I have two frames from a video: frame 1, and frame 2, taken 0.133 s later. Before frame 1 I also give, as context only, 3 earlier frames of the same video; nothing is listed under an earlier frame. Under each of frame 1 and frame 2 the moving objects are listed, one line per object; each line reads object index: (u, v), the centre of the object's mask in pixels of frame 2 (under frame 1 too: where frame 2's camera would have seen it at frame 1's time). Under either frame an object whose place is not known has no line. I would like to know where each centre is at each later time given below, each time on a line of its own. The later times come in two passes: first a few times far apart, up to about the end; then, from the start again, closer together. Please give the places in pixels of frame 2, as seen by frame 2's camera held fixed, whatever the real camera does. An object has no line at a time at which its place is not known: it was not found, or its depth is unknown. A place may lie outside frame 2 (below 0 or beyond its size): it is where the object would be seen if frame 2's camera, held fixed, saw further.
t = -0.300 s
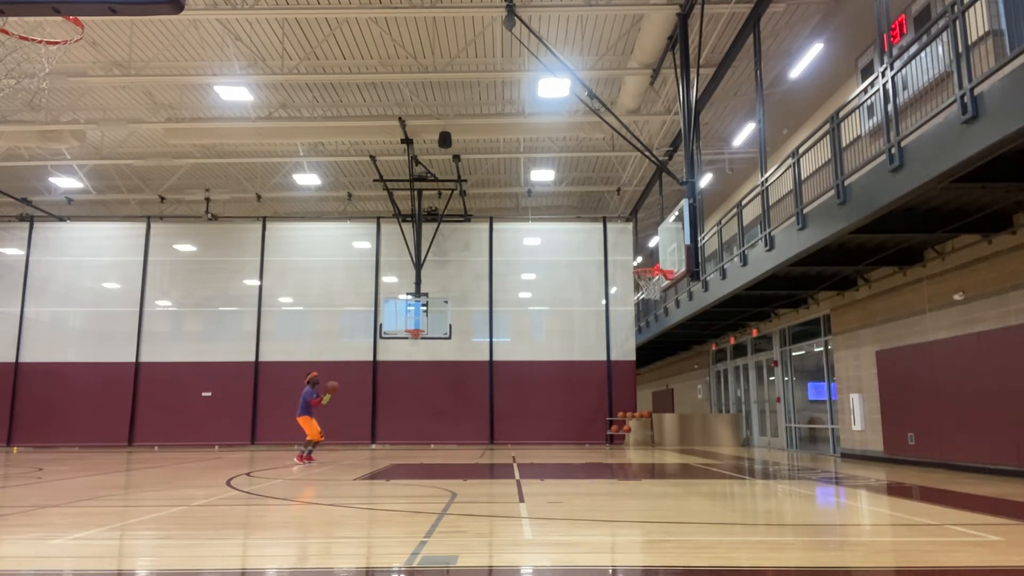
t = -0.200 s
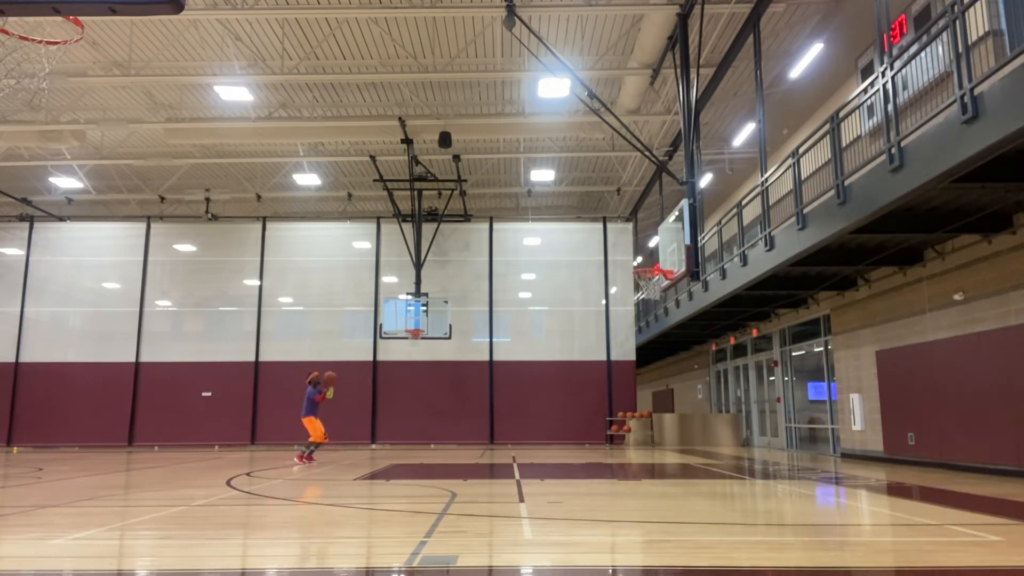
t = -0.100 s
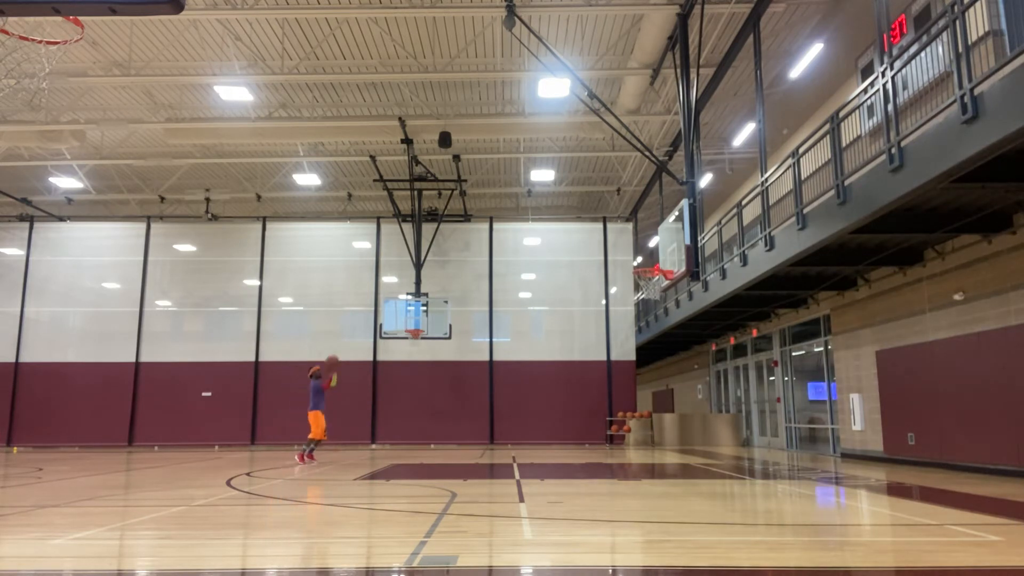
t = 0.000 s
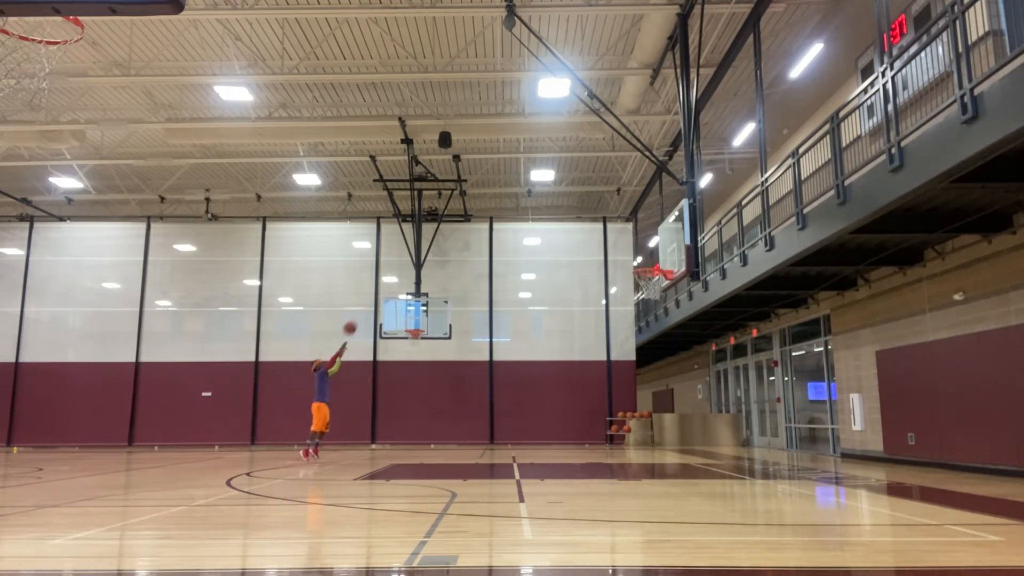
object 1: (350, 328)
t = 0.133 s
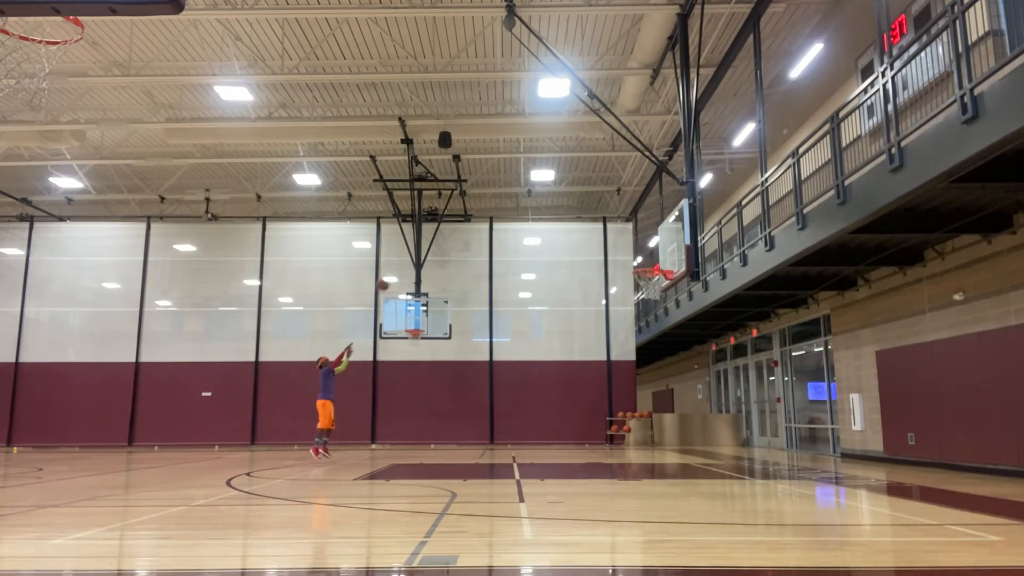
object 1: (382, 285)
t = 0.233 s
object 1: (406, 259)
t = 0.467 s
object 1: (463, 218)
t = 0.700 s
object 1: (520, 204)
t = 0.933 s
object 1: (581, 220)
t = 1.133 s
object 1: (636, 261)
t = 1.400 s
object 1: (655, 236)
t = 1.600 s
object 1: (652, 220)
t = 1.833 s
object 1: (650, 230)
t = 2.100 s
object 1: (649, 290)
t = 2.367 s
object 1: (649, 407)
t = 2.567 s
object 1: (653, 429)
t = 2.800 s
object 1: (661, 349)
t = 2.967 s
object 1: (668, 317)
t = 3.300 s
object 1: (685, 316)
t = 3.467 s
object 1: (695, 350)
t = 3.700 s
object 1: (712, 446)
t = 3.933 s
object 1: (723, 418)
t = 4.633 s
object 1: (756, 430)
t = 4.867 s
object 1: (770, 458)
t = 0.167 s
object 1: (391, 275)
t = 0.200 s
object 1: (399, 266)
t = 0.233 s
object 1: (406, 259)
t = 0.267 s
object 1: (414, 250)
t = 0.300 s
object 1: (422, 244)
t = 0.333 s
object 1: (431, 237)
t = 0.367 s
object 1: (439, 232)
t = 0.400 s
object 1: (447, 226)
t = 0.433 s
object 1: (455, 222)
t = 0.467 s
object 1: (463, 218)
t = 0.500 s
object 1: (470, 215)
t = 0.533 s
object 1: (479, 211)
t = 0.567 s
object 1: (487, 208)
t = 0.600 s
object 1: (495, 206)
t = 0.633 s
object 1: (503, 205)
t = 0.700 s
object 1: (520, 204)
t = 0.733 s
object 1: (529, 205)
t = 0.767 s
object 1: (537, 206)
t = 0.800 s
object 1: (546, 207)
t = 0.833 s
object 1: (554, 210)
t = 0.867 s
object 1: (563, 213)
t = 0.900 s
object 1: (572, 216)
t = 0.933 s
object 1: (581, 220)
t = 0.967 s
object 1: (589, 225)
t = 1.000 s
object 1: (597, 231)
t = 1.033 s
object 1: (607, 237)
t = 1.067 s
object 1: (616, 244)
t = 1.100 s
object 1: (625, 252)
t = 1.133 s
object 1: (636, 261)
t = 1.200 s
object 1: (648, 264)
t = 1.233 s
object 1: (655, 264)
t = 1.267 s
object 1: (656, 260)
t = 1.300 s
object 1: (656, 254)
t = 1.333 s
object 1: (656, 248)
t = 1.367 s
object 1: (654, 243)
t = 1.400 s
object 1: (655, 236)
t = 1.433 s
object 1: (655, 231)
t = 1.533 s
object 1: (652, 223)
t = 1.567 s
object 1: (652, 221)
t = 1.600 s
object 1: (652, 220)
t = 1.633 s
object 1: (652, 220)
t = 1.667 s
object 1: (651, 220)
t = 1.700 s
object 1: (651, 220)
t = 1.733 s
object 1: (651, 221)
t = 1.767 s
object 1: (651, 224)
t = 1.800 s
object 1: (650, 227)
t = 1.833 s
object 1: (650, 230)
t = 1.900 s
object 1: (649, 242)
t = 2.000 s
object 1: (649, 260)
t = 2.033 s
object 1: (649, 270)
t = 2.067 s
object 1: (649, 280)
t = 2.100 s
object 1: (649, 290)
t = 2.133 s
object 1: (649, 301)
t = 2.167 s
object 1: (649, 314)
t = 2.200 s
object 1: (649, 327)
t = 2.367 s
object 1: (649, 407)
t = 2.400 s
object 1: (649, 425)
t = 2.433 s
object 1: (649, 447)
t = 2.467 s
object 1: (650, 469)
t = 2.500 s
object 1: (651, 459)
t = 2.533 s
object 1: (651, 444)
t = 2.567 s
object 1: (653, 429)
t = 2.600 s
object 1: (654, 415)
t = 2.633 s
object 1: (655, 401)
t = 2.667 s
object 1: (657, 389)
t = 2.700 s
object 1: (657, 377)
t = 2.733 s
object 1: (659, 367)
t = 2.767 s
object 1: (660, 358)
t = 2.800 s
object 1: (661, 349)
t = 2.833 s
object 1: (663, 342)
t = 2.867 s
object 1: (664, 335)
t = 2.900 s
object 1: (665, 328)
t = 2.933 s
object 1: (666, 322)
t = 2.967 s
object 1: (668, 317)
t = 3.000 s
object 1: (670, 313)
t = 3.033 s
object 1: (671, 310)
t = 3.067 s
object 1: (672, 308)
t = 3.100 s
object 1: (673, 306)
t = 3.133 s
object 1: (675, 305)
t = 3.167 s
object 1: (677, 305)
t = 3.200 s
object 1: (679, 306)
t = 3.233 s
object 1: (681, 309)
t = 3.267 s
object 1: (683, 311)
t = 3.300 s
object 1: (685, 316)
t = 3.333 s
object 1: (687, 321)
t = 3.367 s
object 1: (689, 326)
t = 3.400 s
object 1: (691, 333)
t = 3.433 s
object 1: (692, 340)
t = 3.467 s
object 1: (695, 350)
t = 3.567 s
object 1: (702, 383)
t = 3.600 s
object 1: (704, 397)
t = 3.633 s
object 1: (707, 411)
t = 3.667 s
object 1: (710, 428)
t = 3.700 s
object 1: (712, 446)
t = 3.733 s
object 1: (716, 464)
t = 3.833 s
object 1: (720, 455)
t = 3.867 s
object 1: (721, 442)
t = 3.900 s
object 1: (722, 429)
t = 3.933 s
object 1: (723, 418)
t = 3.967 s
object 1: (724, 408)
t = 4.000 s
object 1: (724, 399)
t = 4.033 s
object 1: (725, 391)
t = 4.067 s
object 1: (726, 384)
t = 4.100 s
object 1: (728, 378)
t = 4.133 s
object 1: (729, 373)
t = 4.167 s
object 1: (730, 369)
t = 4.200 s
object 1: (731, 365)
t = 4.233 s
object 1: (732, 364)
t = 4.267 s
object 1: (734, 363)
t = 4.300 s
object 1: (735, 363)
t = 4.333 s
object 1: (737, 364)
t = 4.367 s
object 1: (739, 366)
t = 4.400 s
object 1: (741, 370)
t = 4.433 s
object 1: (743, 374)
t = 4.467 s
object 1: (745, 380)
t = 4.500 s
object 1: (747, 387)
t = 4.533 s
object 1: (749, 396)
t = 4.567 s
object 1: (751, 406)
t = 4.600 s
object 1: (754, 417)
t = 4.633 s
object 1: (756, 430)
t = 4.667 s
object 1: (759, 443)
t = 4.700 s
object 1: (763, 460)
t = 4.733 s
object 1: (764, 475)
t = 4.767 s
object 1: (767, 494)
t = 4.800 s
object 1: (768, 482)
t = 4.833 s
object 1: (769, 470)
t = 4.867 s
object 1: (770, 458)
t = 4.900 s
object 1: (770, 448)
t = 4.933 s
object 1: (772, 439)
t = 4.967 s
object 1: (772, 430)
